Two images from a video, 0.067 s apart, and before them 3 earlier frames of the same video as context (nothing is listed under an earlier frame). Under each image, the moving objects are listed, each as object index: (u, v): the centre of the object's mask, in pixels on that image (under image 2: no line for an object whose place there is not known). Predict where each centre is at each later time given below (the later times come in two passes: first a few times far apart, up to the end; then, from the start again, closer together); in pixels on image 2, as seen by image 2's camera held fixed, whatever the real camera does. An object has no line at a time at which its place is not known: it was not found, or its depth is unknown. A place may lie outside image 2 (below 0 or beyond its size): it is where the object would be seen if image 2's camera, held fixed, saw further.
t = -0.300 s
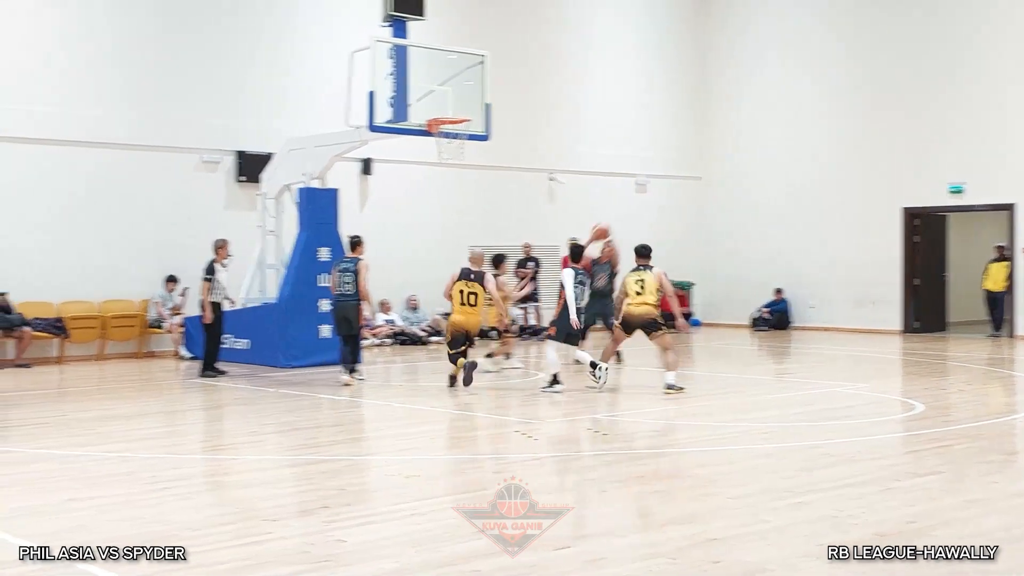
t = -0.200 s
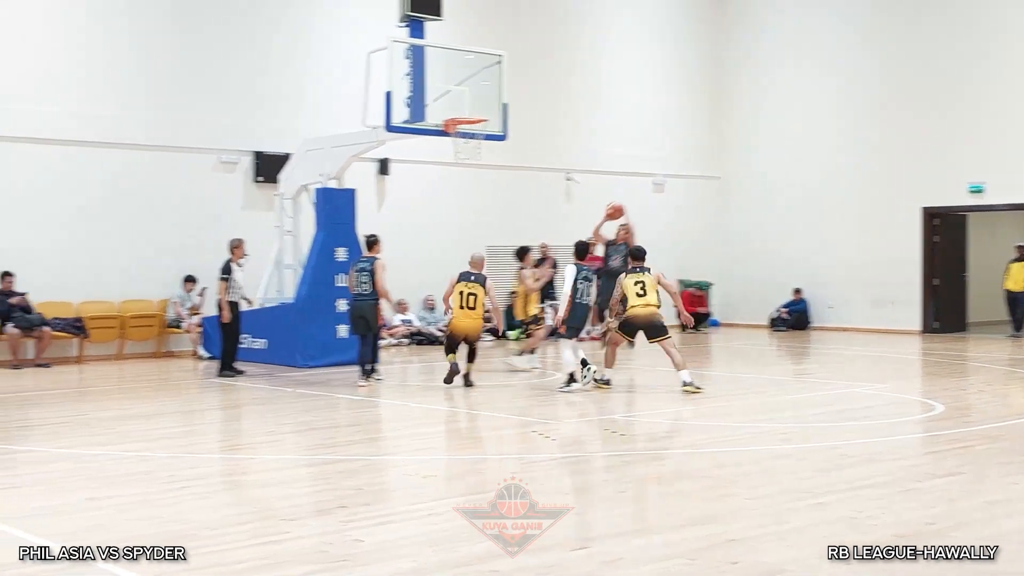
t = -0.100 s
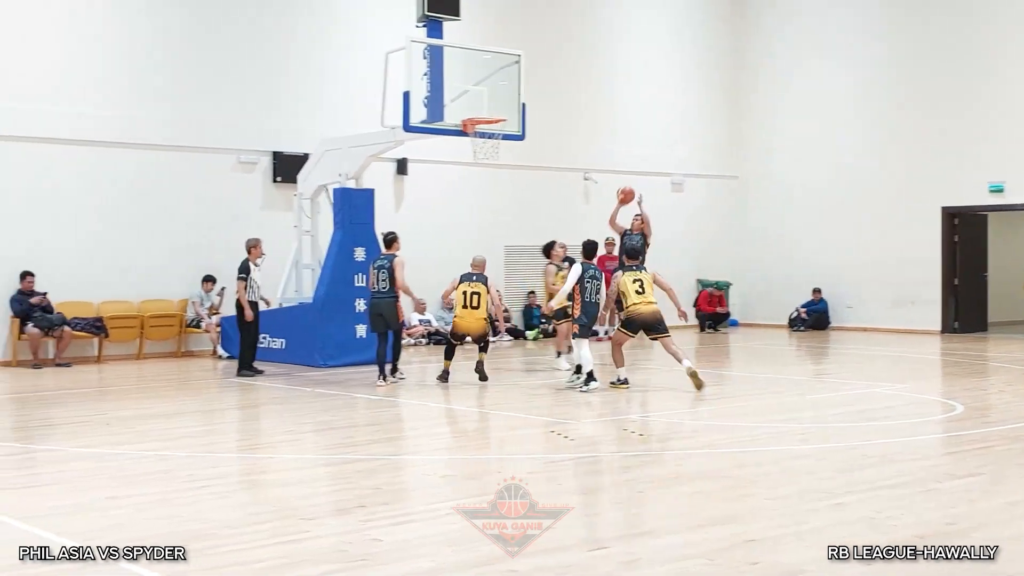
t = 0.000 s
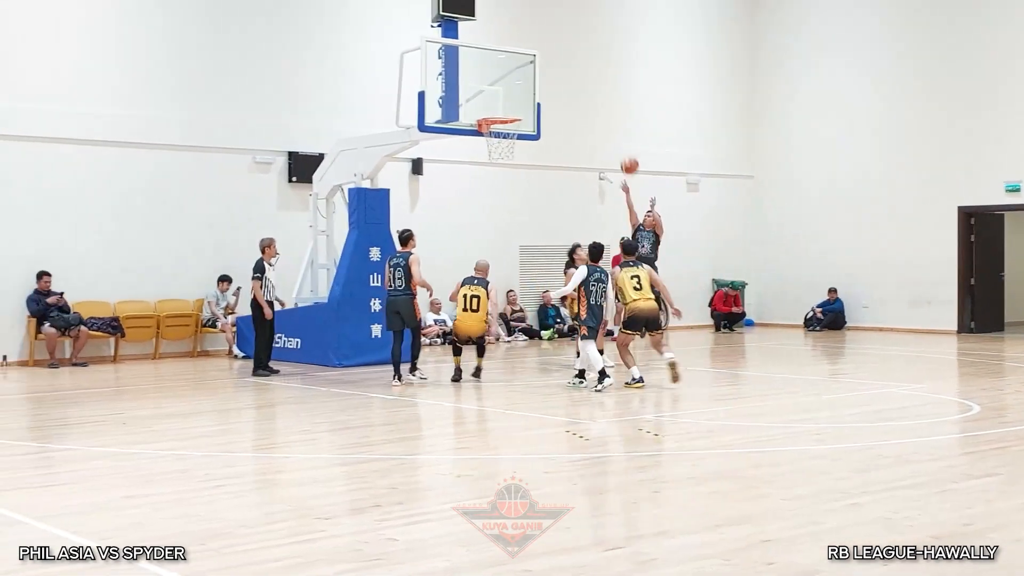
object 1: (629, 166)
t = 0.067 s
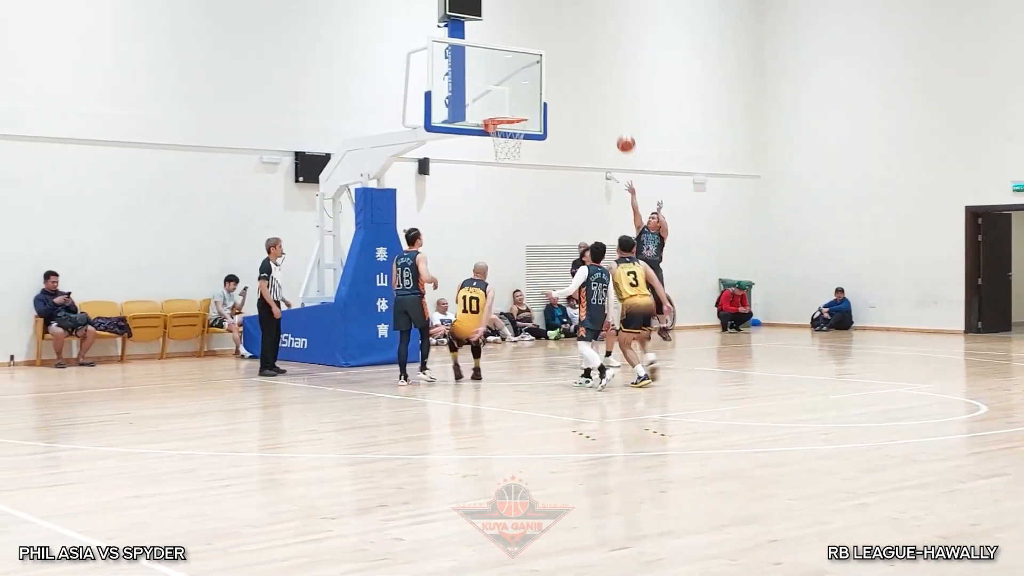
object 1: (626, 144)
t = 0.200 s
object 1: (605, 111)
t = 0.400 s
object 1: (573, 84)
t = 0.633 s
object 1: (533, 95)
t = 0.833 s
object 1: (507, 105)
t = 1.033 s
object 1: (488, 111)
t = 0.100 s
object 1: (621, 134)
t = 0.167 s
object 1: (610, 118)
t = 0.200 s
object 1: (605, 111)
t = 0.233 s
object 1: (600, 104)
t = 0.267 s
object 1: (594, 99)
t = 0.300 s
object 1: (589, 94)
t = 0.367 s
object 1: (578, 87)
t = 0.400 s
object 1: (573, 84)
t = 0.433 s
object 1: (567, 83)
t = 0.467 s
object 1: (562, 83)
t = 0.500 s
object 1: (556, 83)
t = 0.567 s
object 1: (545, 87)
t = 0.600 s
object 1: (539, 90)
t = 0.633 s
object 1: (533, 95)
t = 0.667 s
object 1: (528, 100)
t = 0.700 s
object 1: (522, 106)
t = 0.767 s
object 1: (514, 105)
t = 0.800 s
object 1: (510, 105)
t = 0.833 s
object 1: (507, 105)
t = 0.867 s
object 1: (503, 106)
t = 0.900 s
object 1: (500, 105)
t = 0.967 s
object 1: (494, 106)
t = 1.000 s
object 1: (491, 108)
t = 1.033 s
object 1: (488, 111)
